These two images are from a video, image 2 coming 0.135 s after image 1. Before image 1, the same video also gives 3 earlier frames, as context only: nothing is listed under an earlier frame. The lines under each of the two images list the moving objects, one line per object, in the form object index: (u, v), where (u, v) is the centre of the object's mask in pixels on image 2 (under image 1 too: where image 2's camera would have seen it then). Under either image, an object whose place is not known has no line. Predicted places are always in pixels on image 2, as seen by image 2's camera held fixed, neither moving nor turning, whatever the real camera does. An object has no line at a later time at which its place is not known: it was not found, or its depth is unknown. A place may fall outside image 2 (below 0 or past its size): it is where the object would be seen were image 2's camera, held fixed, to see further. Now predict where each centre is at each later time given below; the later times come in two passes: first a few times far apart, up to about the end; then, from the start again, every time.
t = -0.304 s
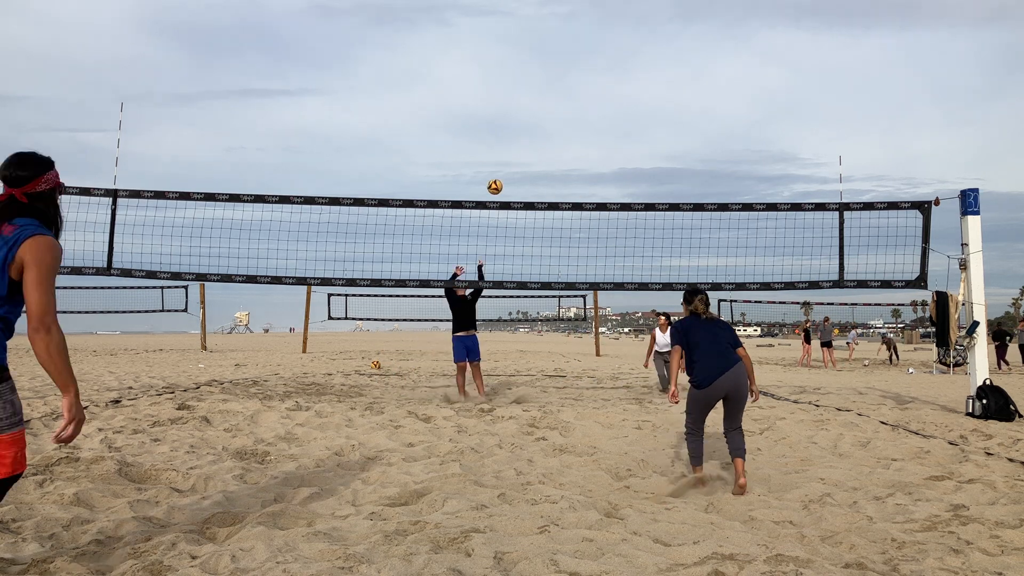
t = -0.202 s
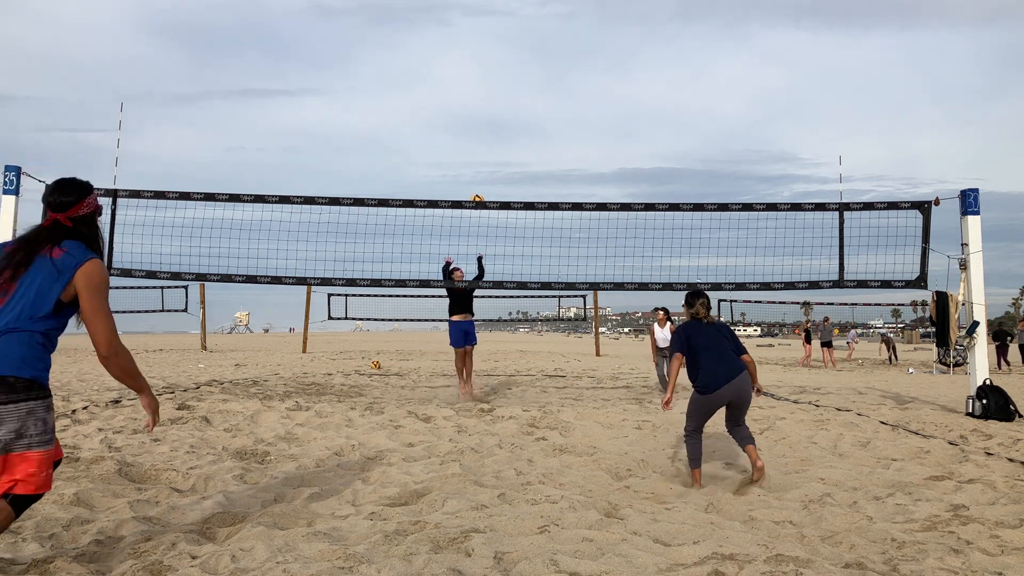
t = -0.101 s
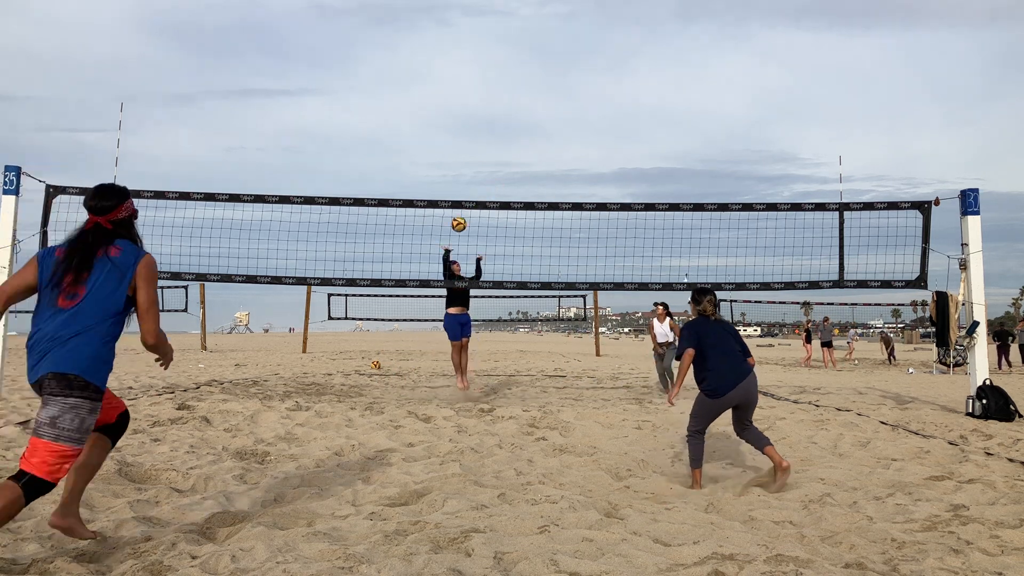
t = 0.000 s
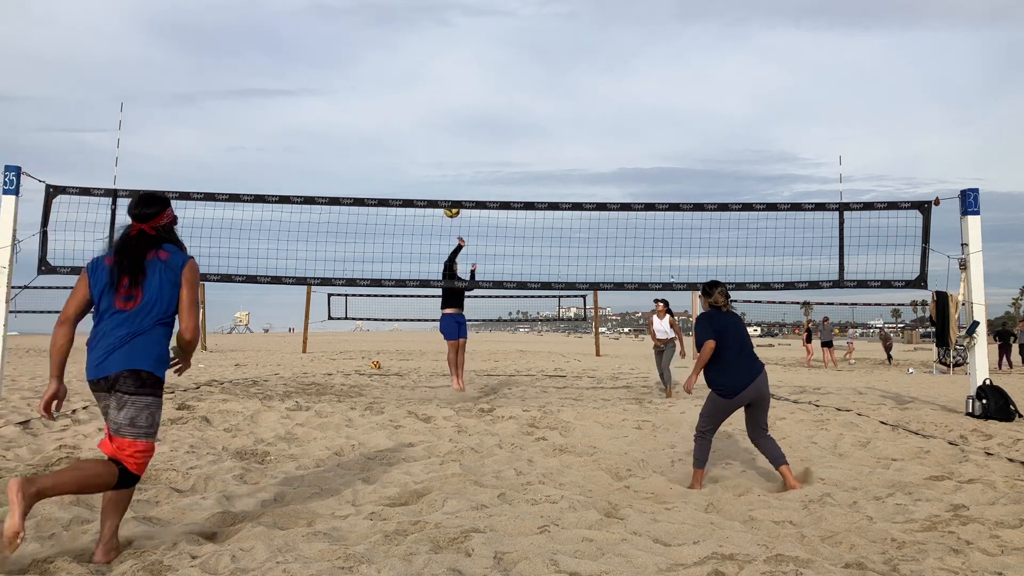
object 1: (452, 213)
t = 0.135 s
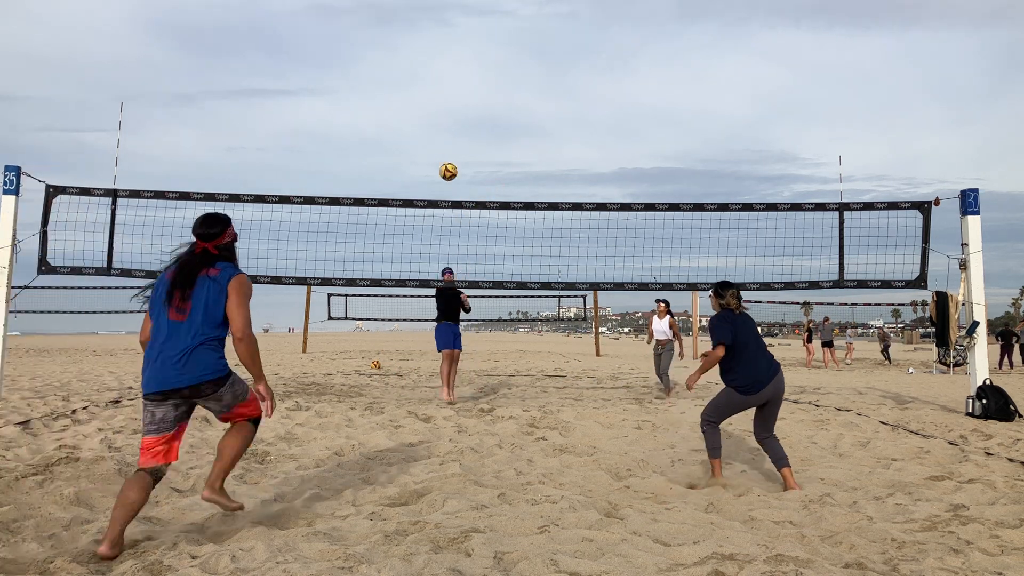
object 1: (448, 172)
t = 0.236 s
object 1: (444, 149)
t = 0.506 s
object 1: (423, 128)
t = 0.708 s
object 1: (393, 165)
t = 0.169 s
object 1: (447, 163)
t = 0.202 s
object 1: (445, 156)
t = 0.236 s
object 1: (444, 149)
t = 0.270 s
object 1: (442, 143)
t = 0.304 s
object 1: (440, 138)
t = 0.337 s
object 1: (438, 134)
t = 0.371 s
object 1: (435, 131)
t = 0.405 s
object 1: (432, 128)
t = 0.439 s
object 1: (429, 127)
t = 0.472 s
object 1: (426, 127)
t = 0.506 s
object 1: (423, 128)
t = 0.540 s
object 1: (419, 130)
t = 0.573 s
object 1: (414, 133)
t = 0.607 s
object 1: (409, 139)
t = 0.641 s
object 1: (404, 146)
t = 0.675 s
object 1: (399, 154)
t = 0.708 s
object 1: (393, 165)
